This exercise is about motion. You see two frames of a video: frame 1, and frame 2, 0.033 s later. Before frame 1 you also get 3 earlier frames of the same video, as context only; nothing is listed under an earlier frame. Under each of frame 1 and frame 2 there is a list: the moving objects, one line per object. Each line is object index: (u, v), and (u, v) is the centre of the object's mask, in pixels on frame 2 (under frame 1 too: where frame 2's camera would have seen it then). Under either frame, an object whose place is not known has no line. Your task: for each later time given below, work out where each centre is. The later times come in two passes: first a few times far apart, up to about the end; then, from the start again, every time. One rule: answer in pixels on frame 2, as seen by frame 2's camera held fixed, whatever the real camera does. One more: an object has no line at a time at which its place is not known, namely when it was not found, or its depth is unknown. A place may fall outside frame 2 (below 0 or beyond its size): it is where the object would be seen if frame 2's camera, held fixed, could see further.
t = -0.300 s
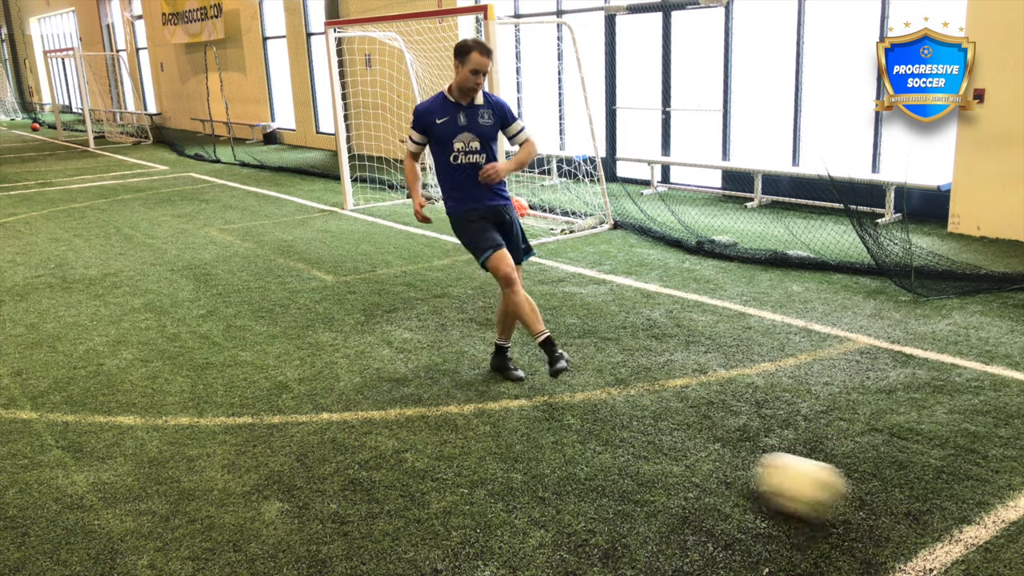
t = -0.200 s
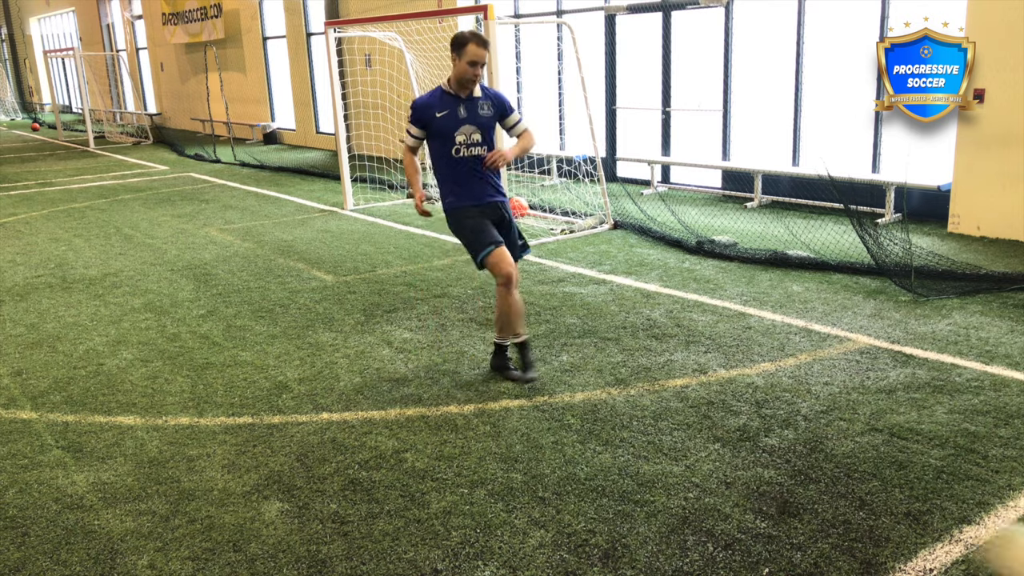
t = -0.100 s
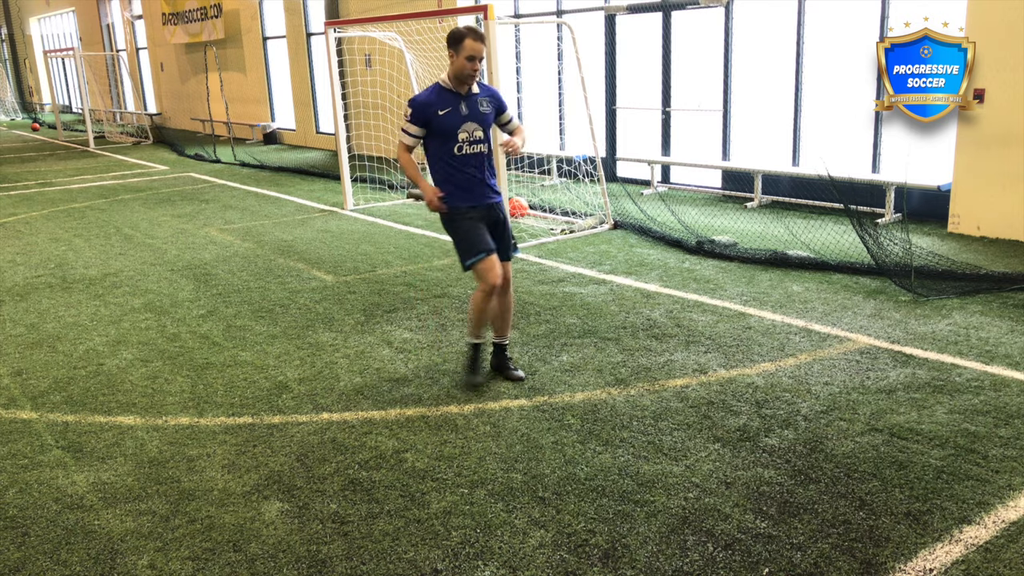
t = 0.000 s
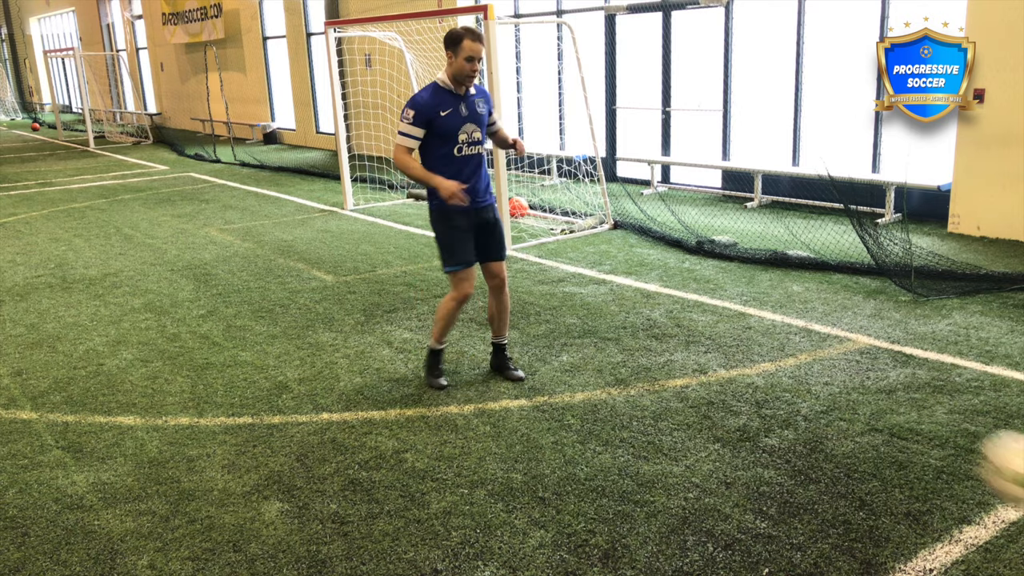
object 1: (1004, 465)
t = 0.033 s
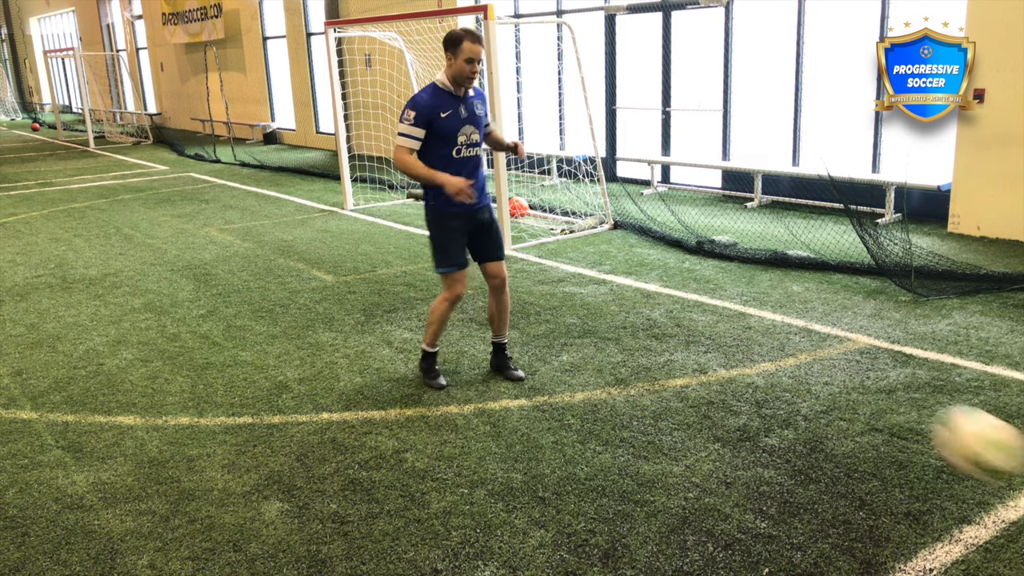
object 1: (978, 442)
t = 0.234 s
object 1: (751, 365)
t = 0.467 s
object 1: (602, 365)
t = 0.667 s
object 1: (568, 325)
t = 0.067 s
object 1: (934, 421)
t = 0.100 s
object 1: (893, 403)
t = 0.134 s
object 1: (854, 388)
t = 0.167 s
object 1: (817, 376)
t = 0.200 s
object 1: (784, 370)
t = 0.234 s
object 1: (751, 365)
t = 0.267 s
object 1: (722, 365)
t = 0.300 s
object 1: (693, 365)
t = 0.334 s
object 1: (669, 368)
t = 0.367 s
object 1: (646, 373)
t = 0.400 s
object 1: (624, 380)
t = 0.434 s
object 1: (608, 380)
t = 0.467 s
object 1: (602, 365)
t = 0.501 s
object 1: (595, 351)
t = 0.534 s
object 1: (590, 343)
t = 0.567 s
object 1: (584, 336)
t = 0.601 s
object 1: (578, 330)
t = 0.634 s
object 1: (573, 327)
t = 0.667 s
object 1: (568, 325)
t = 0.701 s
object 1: (563, 326)
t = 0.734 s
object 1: (558, 329)
